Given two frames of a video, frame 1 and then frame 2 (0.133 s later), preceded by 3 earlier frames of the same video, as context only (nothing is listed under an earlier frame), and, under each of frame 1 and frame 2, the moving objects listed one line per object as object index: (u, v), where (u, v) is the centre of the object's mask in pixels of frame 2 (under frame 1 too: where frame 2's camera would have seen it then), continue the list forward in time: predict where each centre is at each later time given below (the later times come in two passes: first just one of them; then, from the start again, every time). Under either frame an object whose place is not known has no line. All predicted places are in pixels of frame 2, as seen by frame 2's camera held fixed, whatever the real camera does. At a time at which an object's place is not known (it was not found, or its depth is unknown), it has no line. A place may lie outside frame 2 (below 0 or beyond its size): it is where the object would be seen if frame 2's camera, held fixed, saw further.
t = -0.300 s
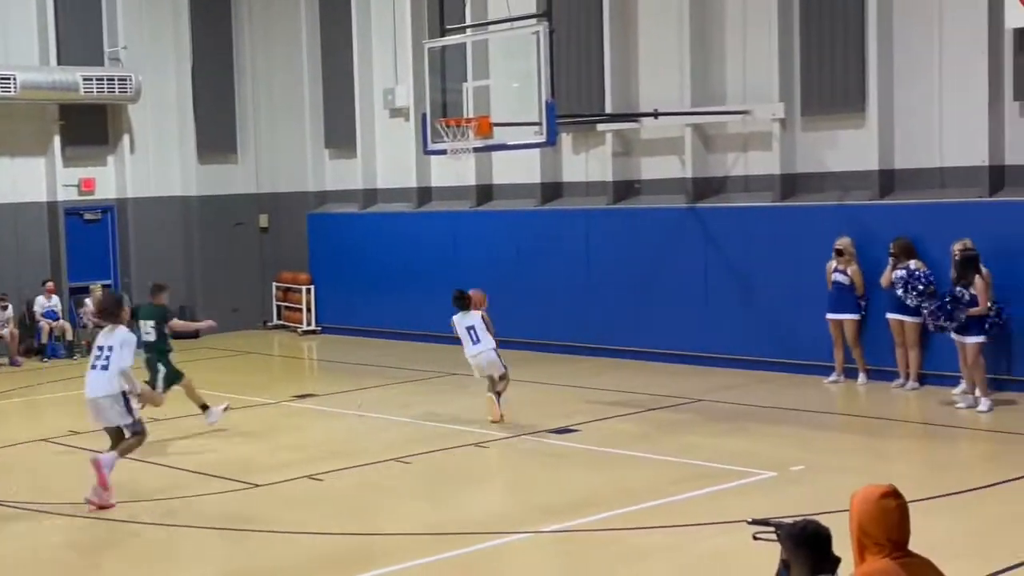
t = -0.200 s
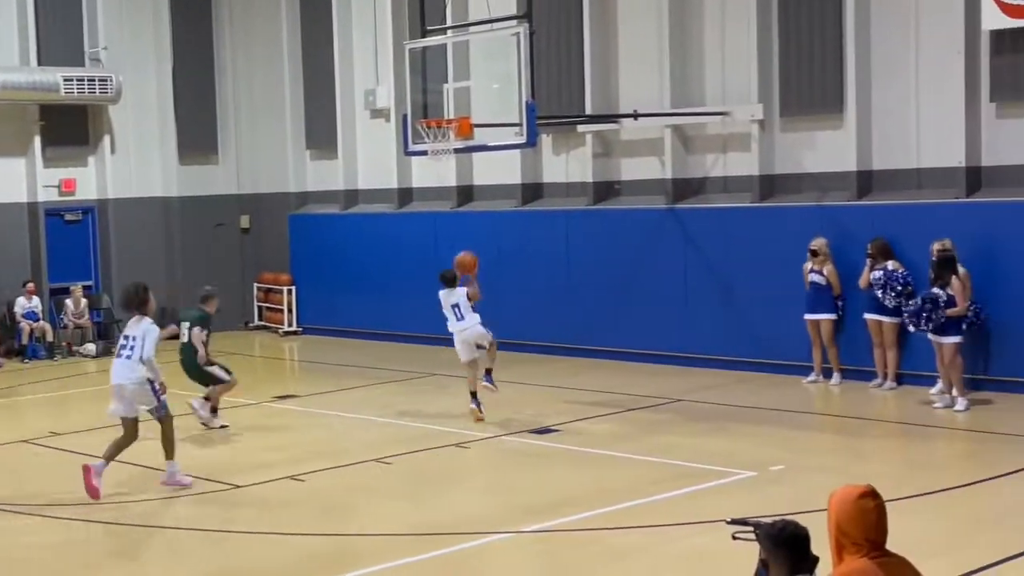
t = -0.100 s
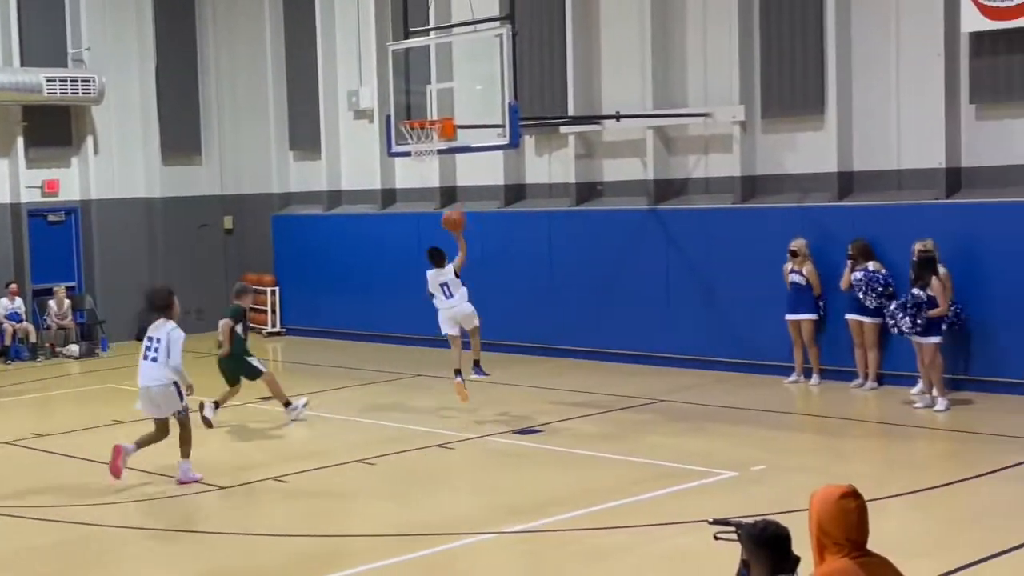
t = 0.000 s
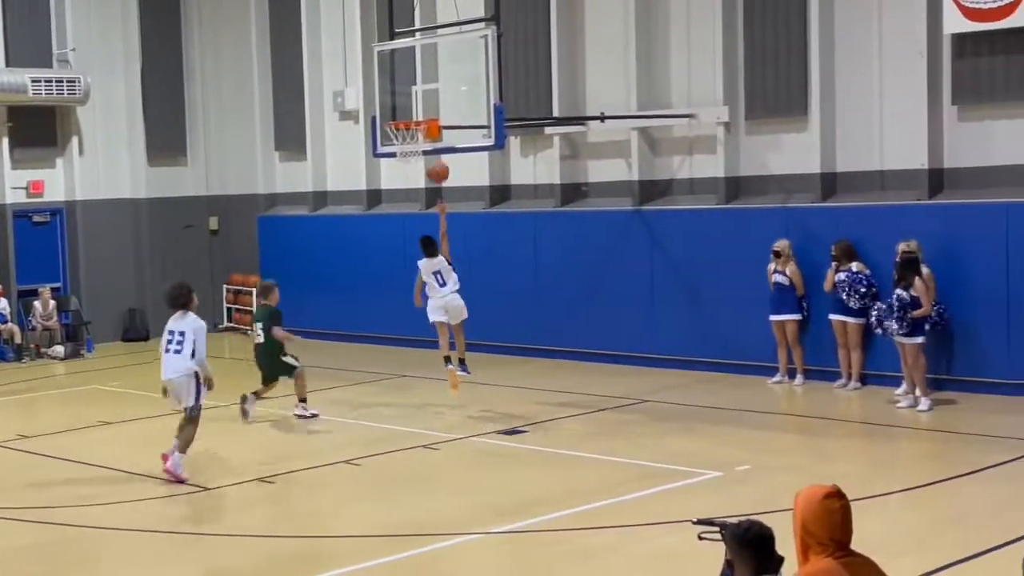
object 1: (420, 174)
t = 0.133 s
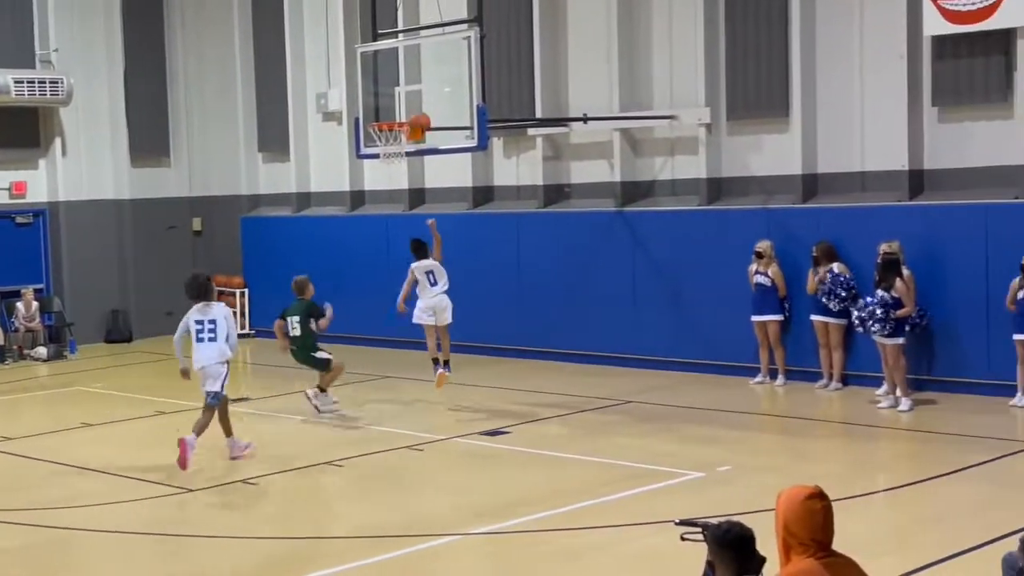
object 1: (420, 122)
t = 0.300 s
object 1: (419, 86)
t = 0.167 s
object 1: (419, 113)
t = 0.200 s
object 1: (419, 105)
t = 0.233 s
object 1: (418, 97)
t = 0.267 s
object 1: (419, 92)
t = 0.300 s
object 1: (419, 86)
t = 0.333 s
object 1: (419, 82)
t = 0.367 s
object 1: (419, 79)
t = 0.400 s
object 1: (419, 77)
